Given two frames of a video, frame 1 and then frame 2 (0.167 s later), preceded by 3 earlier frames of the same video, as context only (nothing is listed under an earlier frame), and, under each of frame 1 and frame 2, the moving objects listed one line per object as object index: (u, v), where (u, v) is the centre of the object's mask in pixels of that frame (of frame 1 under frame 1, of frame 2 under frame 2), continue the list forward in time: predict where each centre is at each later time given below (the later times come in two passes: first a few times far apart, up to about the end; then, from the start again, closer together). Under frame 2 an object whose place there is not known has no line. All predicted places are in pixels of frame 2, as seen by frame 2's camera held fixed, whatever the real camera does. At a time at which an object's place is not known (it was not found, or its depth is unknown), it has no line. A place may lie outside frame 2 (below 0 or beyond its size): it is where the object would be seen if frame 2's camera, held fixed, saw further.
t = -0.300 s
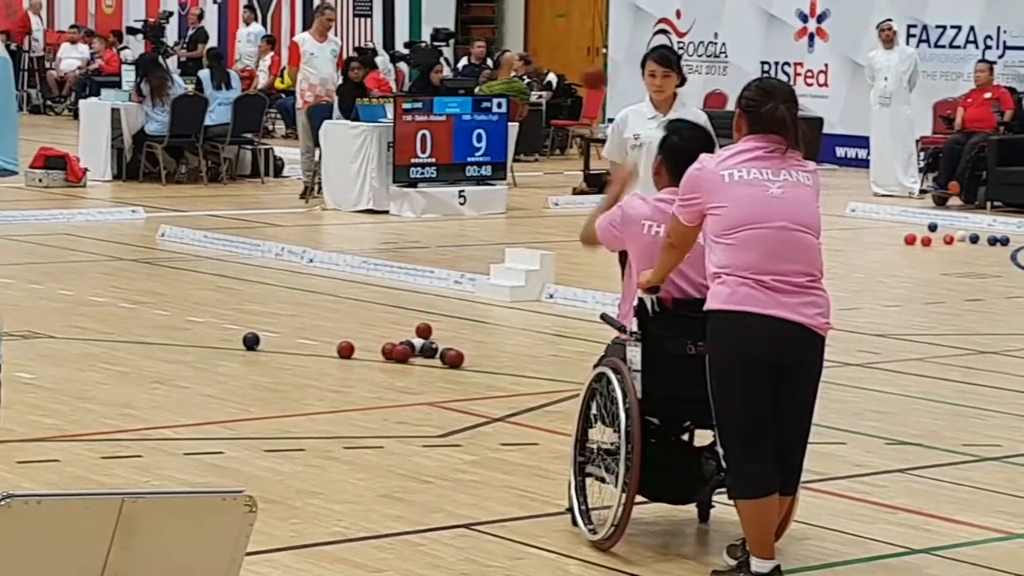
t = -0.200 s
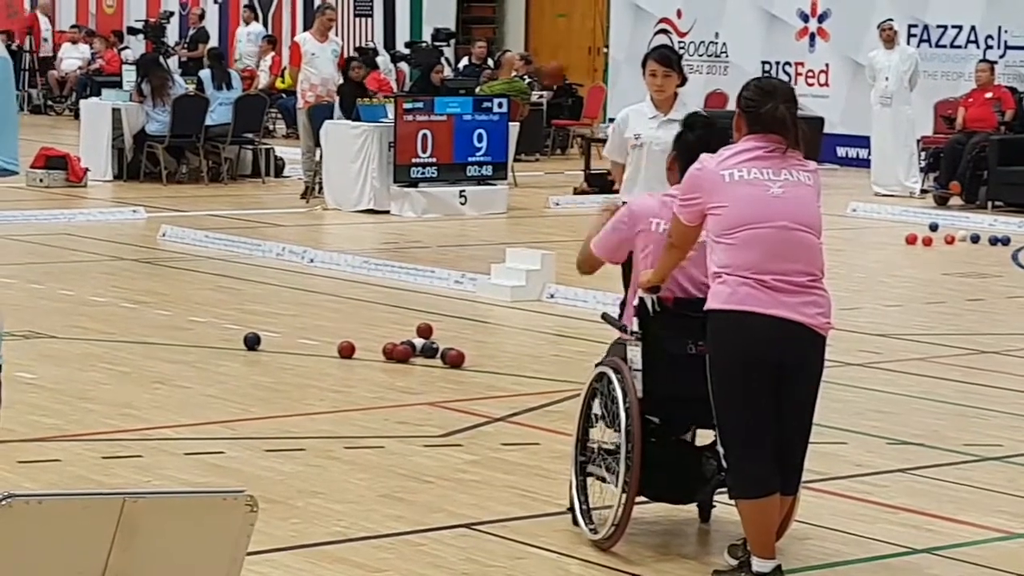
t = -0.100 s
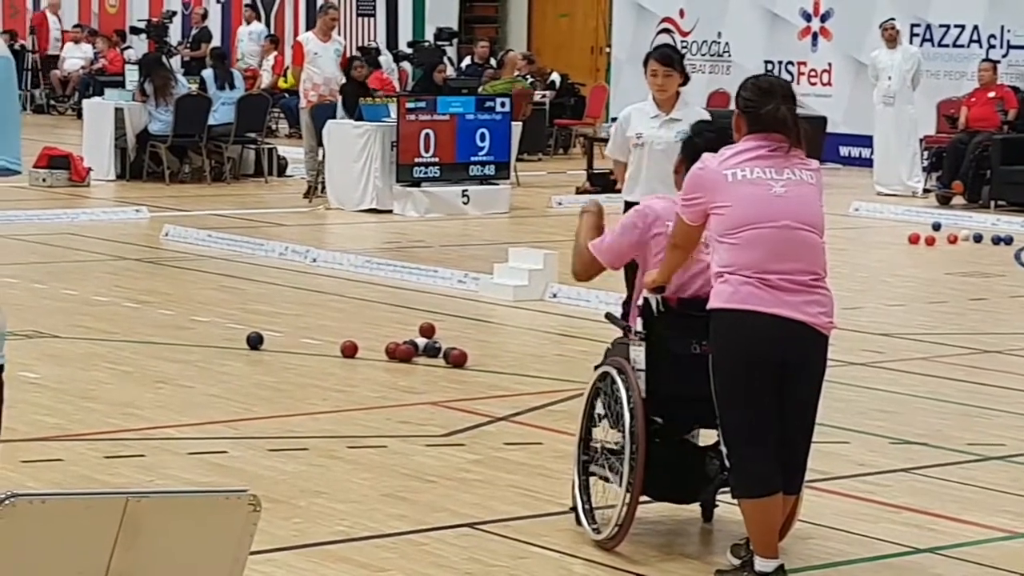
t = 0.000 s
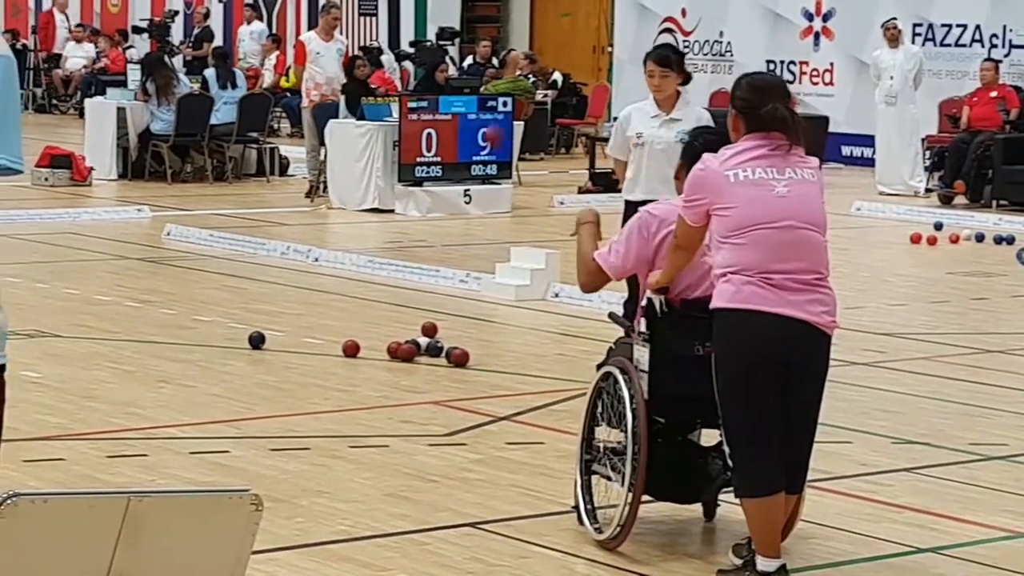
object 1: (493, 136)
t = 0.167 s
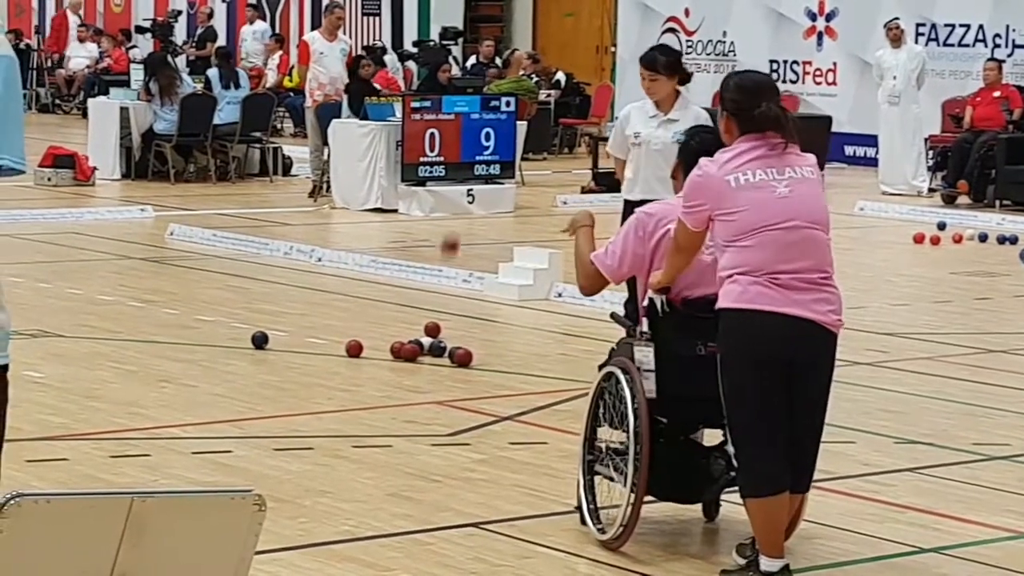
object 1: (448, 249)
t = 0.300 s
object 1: (418, 331)
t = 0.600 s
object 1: (369, 313)
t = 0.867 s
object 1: (335, 293)
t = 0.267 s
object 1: (422, 327)
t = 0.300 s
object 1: (418, 331)
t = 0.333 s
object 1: (410, 332)
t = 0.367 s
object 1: (405, 333)
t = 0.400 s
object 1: (400, 329)
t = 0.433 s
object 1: (394, 324)
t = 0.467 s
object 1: (389, 322)
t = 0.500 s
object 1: (384, 321)
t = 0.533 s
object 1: (379, 318)
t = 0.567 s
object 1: (374, 315)
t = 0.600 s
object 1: (369, 313)
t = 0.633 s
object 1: (365, 310)
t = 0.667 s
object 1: (360, 307)
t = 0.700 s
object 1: (356, 305)
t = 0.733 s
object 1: (352, 302)
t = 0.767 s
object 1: (347, 300)
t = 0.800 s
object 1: (343, 297)
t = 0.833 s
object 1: (340, 295)
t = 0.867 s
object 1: (335, 293)
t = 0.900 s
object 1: (331, 291)
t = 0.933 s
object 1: (328, 289)
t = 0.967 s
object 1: (324, 287)
